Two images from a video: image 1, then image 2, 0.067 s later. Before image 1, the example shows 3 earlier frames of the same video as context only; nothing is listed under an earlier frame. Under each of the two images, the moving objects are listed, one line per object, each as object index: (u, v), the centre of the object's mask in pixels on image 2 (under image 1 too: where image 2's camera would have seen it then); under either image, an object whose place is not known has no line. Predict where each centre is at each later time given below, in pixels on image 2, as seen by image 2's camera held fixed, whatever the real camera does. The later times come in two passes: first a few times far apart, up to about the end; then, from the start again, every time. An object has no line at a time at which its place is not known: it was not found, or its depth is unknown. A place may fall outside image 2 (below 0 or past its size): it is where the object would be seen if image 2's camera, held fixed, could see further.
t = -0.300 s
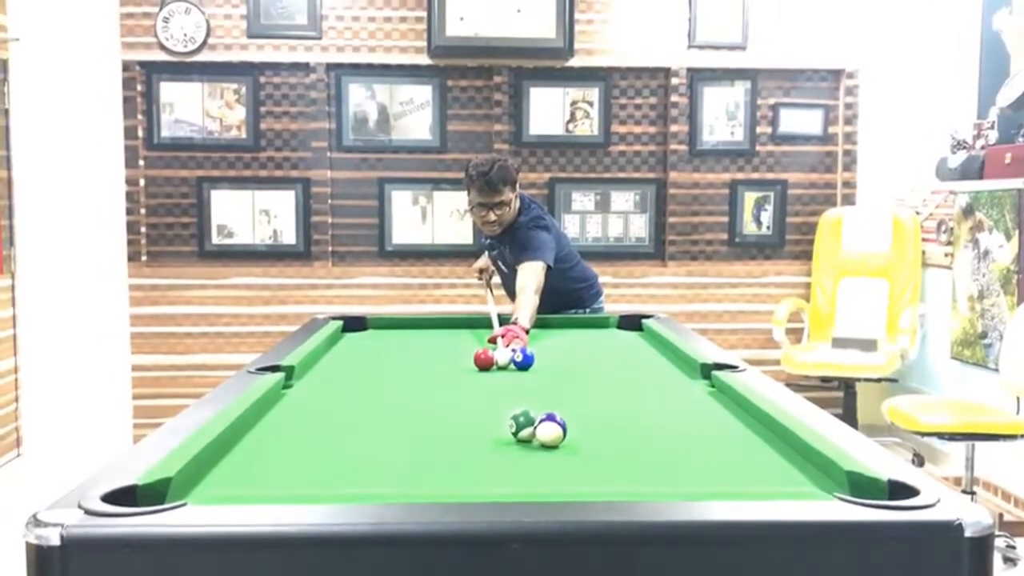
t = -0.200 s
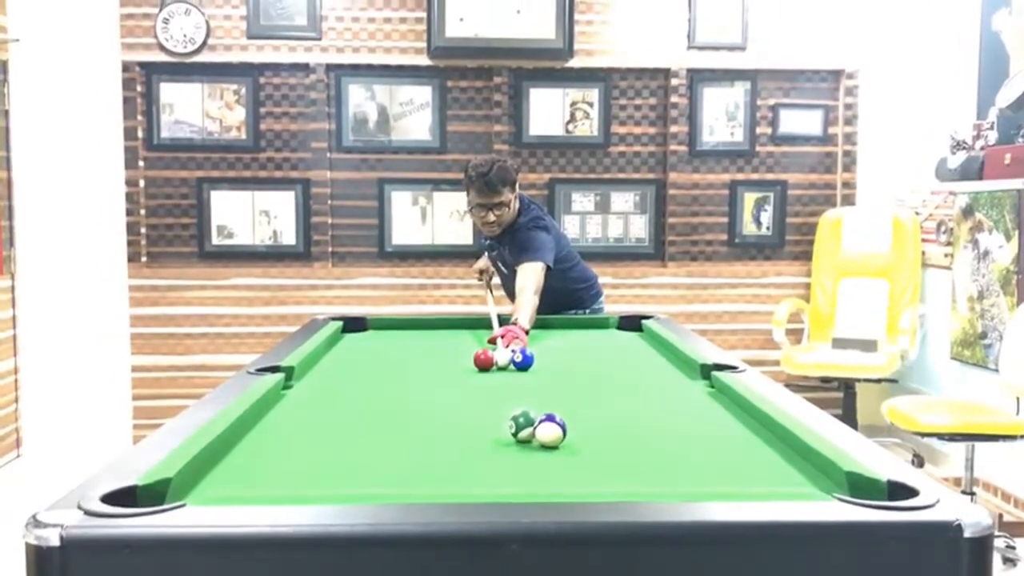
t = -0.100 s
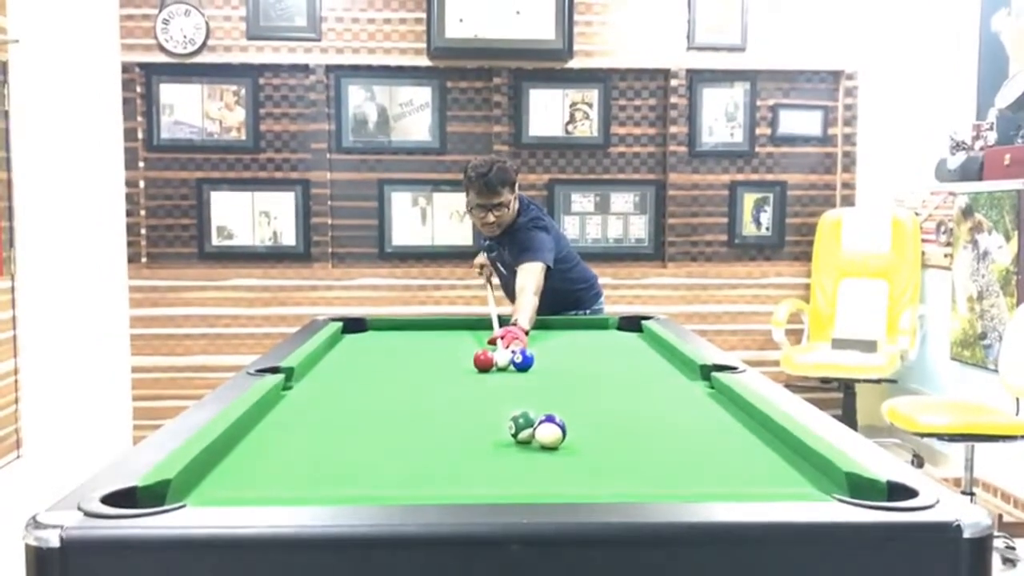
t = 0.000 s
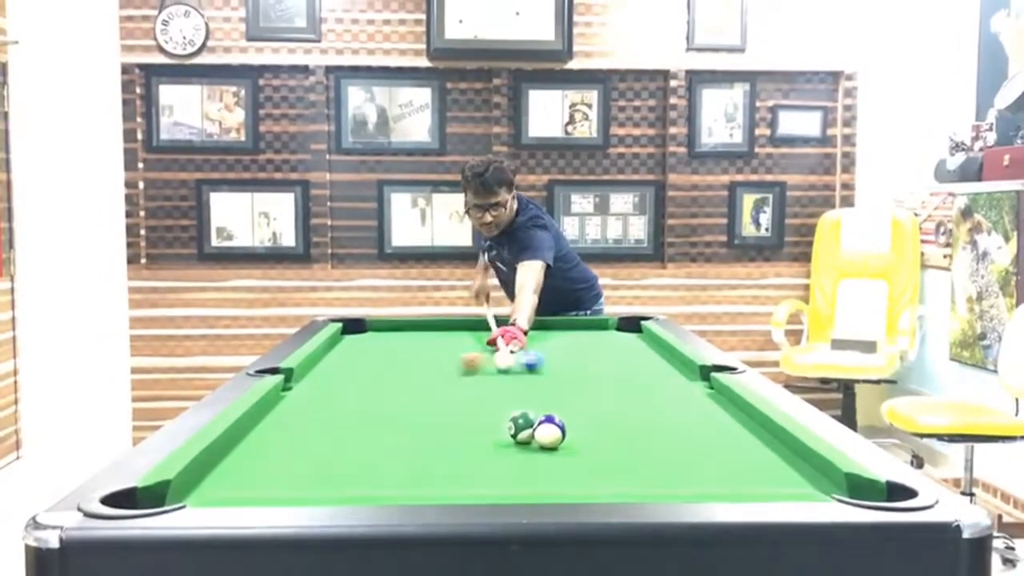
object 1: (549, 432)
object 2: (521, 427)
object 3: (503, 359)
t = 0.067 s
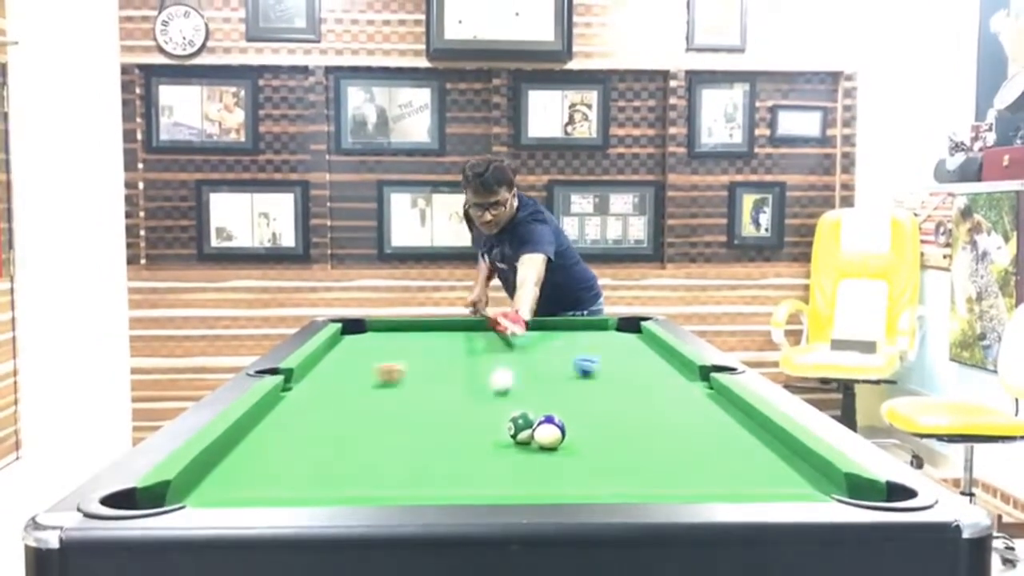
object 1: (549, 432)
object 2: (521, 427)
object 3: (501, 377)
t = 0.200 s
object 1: (562, 435)
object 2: (525, 427)
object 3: (475, 429)
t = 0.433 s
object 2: (536, 424)
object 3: (294, 472)
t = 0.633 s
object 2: (544, 423)
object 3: (236, 441)
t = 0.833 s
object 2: (549, 421)
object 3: (289, 420)
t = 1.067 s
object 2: (552, 421)
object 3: (341, 400)
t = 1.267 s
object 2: (552, 421)
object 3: (377, 386)
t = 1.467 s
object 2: (552, 421)
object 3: (406, 375)
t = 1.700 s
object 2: (552, 421)
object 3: (435, 364)
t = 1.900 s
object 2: (552, 421)
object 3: (457, 356)
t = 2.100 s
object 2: (552, 421)
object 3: (475, 349)
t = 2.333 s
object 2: (552, 421)
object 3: (493, 343)
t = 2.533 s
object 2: (552, 421)
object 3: (506, 337)
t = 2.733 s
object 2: (552, 421)
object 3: (518, 333)
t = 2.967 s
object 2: (552, 421)
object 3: (531, 329)
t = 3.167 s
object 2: (552, 421)
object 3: (539, 326)
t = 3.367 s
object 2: (552, 421)
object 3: (547, 324)
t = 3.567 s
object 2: (552, 421)
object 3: (554, 322)
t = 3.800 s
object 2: (552, 422)
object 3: (559, 323)
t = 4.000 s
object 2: (551, 422)
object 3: (563, 324)
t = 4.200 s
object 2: (551, 422)
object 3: (566, 325)
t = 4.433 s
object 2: (551, 422)
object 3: (568, 325)
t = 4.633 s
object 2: (551, 422)
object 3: (569, 325)
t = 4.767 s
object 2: (551, 422)
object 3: (568, 325)
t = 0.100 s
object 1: (549, 432)
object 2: (521, 427)
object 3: (499, 389)
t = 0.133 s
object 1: (549, 432)
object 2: (521, 427)
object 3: (497, 402)
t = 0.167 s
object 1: (549, 432)
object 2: (521, 427)
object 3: (496, 416)
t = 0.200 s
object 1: (562, 435)
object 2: (525, 427)
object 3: (475, 429)
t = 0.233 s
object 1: (579, 438)
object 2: (527, 426)
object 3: (443, 443)
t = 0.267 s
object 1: (596, 440)
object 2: (529, 426)
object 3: (409, 457)
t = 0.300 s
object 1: (611, 443)
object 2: (530, 425)
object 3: (374, 473)
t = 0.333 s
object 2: (532, 425)
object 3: (337, 485)
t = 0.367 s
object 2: (533, 425)
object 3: (315, 484)
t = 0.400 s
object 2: (535, 425)
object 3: (305, 478)
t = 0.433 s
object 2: (536, 424)
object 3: (294, 472)
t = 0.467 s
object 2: (538, 423)
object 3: (284, 465)
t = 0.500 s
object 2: (539, 423)
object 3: (275, 459)
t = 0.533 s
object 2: (543, 420)
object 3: (265, 454)
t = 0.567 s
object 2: (539, 418)
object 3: (255, 449)
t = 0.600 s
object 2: (543, 423)
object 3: (246, 445)
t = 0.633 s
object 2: (544, 423)
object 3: (236, 441)
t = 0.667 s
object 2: (545, 423)
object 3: (243, 437)
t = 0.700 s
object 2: (546, 422)
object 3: (253, 433)
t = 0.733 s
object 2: (547, 422)
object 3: (263, 429)
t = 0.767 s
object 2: (548, 422)
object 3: (272, 426)
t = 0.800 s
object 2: (548, 422)
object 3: (281, 422)
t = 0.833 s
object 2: (549, 421)
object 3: (289, 420)
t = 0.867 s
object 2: (550, 422)
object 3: (297, 417)
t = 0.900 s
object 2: (550, 422)
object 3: (305, 414)
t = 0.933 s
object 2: (551, 421)
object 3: (312, 411)
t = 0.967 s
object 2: (551, 421)
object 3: (320, 408)
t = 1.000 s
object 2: (552, 421)
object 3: (327, 405)
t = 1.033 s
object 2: (552, 421)
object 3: (334, 403)
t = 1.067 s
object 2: (552, 421)
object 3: (341, 400)
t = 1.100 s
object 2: (552, 421)
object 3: (347, 397)
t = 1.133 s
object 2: (552, 421)
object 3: (353, 395)
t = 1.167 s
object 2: (552, 421)
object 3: (359, 393)
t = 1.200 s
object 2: (552, 421)
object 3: (365, 391)
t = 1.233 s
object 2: (552, 421)
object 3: (371, 389)
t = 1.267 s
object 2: (552, 421)
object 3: (377, 386)
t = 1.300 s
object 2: (552, 421)
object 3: (382, 384)
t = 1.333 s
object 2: (552, 421)
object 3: (387, 383)
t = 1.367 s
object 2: (552, 421)
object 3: (392, 380)
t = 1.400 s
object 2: (552, 421)
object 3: (397, 379)
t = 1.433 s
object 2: (552, 422)
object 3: (402, 377)
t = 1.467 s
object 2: (552, 421)
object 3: (406, 375)
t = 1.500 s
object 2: (552, 421)
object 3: (411, 373)
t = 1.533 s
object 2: (552, 421)
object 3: (415, 372)
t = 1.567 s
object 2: (552, 421)
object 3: (420, 370)
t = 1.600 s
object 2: (552, 421)
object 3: (424, 369)
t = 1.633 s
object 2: (552, 421)
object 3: (428, 367)
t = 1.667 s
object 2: (552, 421)
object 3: (432, 366)
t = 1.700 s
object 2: (552, 421)
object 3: (435, 364)
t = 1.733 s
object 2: (552, 421)
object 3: (439, 363)
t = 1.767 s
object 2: (552, 421)
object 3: (443, 362)
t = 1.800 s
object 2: (552, 421)
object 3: (446, 360)
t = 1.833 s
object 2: (552, 421)
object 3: (450, 359)
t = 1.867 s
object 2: (552, 421)
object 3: (453, 358)
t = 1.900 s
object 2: (552, 421)
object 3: (457, 356)
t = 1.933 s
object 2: (552, 421)
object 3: (460, 355)
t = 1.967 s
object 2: (552, 421)
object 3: (463, 354)
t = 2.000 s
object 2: (552, 421)
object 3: (466, 352)
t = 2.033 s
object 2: (552, 421)
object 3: (470, 351)
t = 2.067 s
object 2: (552, 421)
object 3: (473, 350)
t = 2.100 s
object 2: (552, 421)
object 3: (475, 349)
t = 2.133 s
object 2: (552, 421)
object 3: (478, 348)
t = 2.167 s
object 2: (552, 421)
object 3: (481, 347)
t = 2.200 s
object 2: (552, 421)
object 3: (484, 347)
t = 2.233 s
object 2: (552, 421)
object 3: (487, 345)
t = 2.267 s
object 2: (552, 421)
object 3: (489, 345)
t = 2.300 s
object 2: (552, 421)
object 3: (491, 343)
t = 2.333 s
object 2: (552, 421)
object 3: (493, 343)
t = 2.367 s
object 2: (552, 421)
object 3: (495, 342)
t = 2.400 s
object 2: (552, 421)
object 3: (498, 341)
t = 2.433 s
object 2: (552, 421)
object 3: (501, 340)
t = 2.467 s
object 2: (552, 421)
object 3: (502, 339)
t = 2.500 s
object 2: (552, 421)
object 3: (505, 338)
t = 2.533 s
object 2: (552, 421)
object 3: (506, 337)
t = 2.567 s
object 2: (552, 421)
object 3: (510, 336)
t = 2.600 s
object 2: (552, 421)
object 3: (511, 336)
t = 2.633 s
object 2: (552, 421)
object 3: (512, 334)
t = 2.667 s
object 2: (552, 421)
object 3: (515, 334)
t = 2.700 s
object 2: (552, 421)
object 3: (517, 333)
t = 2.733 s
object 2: (552, 421)
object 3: (518, 333)
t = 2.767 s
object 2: (552, 421)
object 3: (520, 332)
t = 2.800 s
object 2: (552, 421)
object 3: (522, 331)
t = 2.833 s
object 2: (552, 421)
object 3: (524, 331)
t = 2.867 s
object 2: (552, 421)
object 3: (526, 330)
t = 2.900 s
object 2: (552, 421)
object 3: (527, 330)
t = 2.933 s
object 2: (552, 421)
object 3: (529, 329)
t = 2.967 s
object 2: (552, 421)
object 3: (531, 329)
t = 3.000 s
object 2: (552, 421)
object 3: (532, 328)
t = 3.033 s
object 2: (552, 421)
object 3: (534, 328)
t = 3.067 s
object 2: (552, 421)
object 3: (535, 328)
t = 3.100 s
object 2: (552, 421)
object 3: (537, 327)
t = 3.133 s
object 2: (552, 422)
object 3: (538, 327)
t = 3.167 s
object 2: (552, 421)
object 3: (539, 326)
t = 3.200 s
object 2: (552, 421)
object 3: (541, 326)
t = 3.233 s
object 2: (552, 421)
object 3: (542, 325)
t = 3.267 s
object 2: (551, 421)
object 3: (543, 323)
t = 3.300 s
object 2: (551, 421)
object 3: (544, 324)
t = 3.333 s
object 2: (552, 421)
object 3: (546, 324)
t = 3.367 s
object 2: (552, 421)
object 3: (547, 324)
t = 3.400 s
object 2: (551, 421)
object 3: (548, 323)
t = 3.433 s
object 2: (551, 421)
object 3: (550, 323)
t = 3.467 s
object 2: (551, 421)
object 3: (551, 322)
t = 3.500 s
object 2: (552, 421)
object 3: (552, 322)
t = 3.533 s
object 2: (552, 421)
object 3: (553, 322)
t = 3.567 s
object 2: (552, 421)
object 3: (554, 322)
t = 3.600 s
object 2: (552, 421)
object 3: (555, 322)
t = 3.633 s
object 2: (552, 421)
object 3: (556, 322)
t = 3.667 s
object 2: (552, 421)
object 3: (556, 323)
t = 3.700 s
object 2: (552, 421)
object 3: (557, 323)
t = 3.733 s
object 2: (552, 421)
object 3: (558, 323)
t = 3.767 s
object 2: (552, 422)
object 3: (559, 323)
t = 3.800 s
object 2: (552, 422)
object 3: (559, 323)
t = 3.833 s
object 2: (551, 422)
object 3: (560, 323)
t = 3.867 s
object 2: (551, 422)
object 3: (561, 324)
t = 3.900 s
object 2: (551, 422)
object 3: (561, 324)
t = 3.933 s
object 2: (551, 422)
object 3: (562, 324)
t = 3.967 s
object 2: (551, 422)
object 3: (563, 324)
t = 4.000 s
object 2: (551, 422)
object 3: (563, 324)
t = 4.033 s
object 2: (551, 422)
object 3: (564, 324)
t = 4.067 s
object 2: (551, 422)
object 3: (564, 324)
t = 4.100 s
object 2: (551, 422)
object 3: (565, 324)
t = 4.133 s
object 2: (551, 422)
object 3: (566, 325)
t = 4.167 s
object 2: (551, 422)
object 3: (566, 324)
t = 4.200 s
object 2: (551, 422)
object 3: (566, 325)
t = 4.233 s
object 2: (551, 422)
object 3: (567, 325)
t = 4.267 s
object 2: (551, 422)
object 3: (567, 325)
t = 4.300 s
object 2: (551, 422)
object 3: (567, 325)
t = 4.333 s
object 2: (551, 422)
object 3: (568, 325)
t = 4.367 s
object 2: (551, 422)
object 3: (568, 325)
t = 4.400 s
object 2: (551, 422)
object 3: (568, 325)
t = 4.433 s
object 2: (551, 422)
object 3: (568, 325)
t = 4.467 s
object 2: (551, 422)
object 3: (568, 325)
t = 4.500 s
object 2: (551, 421)
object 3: (568, 325)
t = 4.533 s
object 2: (551, 422)
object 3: (568, 325)
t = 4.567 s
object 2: (551, 422)
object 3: (568, 325)
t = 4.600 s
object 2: (551, 422)
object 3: (568, 325)
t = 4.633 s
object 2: (551, 422)
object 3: (569, 325)
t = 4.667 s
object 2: (551, 422)
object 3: (569, 325)
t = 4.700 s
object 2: (551, 422)
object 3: (568, 325)
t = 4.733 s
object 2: (551, 422)
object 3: (568, 325)
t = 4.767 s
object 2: (551, 422)
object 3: (568, 325)
